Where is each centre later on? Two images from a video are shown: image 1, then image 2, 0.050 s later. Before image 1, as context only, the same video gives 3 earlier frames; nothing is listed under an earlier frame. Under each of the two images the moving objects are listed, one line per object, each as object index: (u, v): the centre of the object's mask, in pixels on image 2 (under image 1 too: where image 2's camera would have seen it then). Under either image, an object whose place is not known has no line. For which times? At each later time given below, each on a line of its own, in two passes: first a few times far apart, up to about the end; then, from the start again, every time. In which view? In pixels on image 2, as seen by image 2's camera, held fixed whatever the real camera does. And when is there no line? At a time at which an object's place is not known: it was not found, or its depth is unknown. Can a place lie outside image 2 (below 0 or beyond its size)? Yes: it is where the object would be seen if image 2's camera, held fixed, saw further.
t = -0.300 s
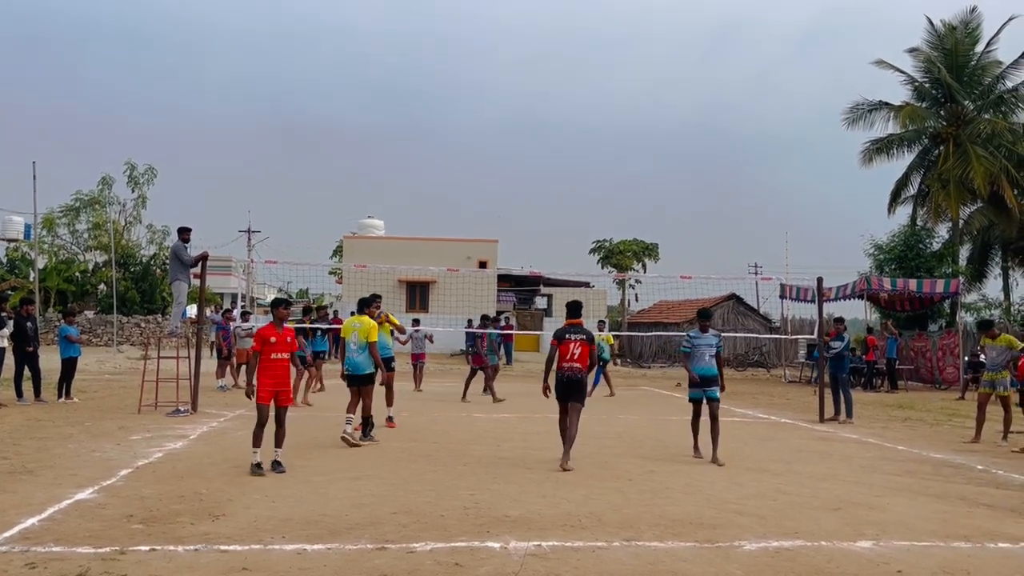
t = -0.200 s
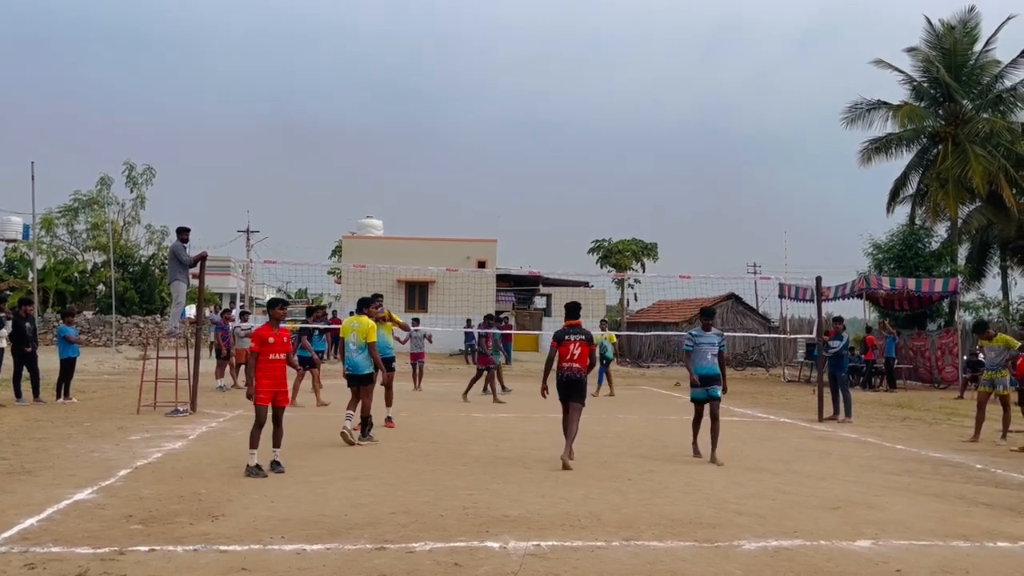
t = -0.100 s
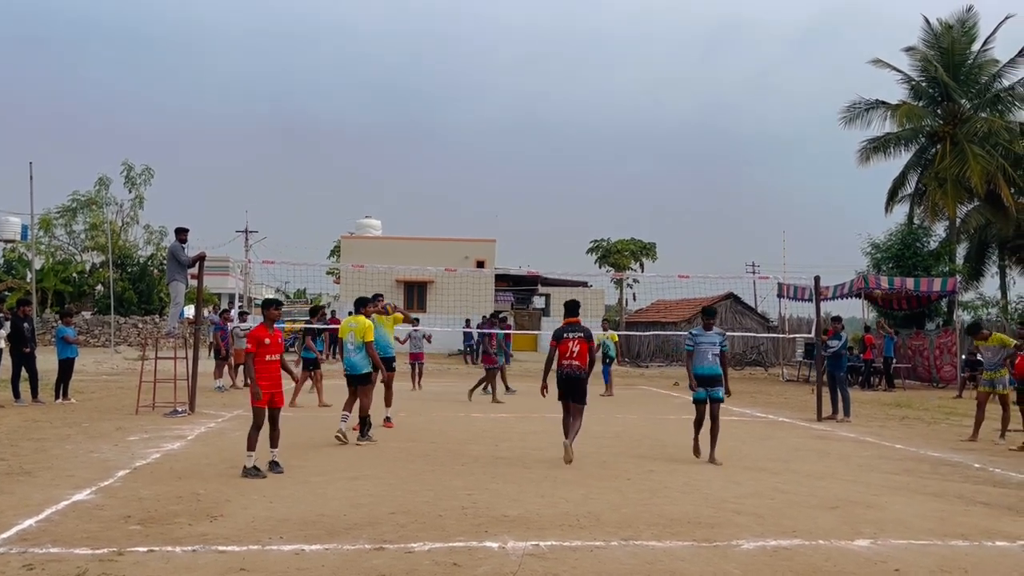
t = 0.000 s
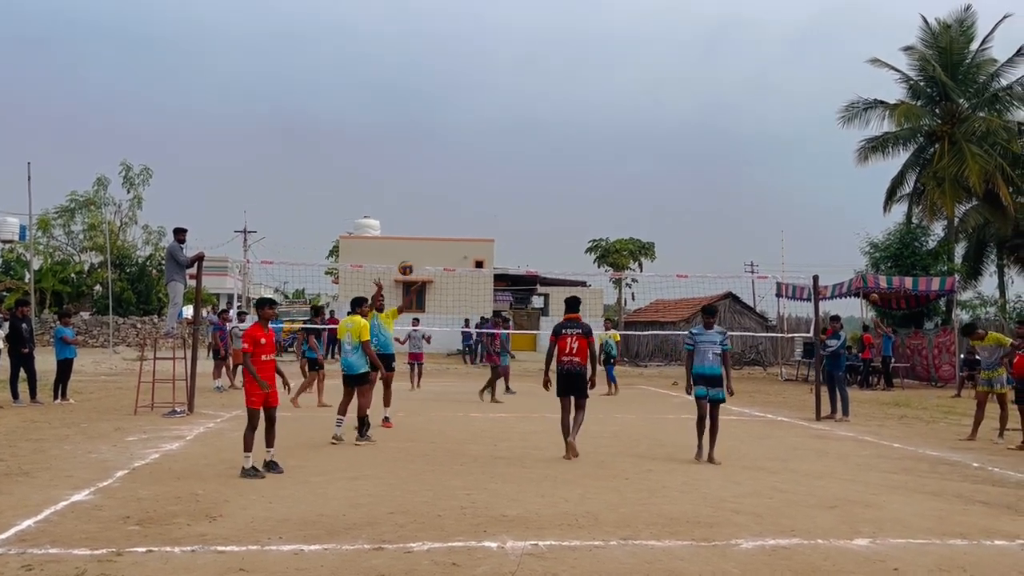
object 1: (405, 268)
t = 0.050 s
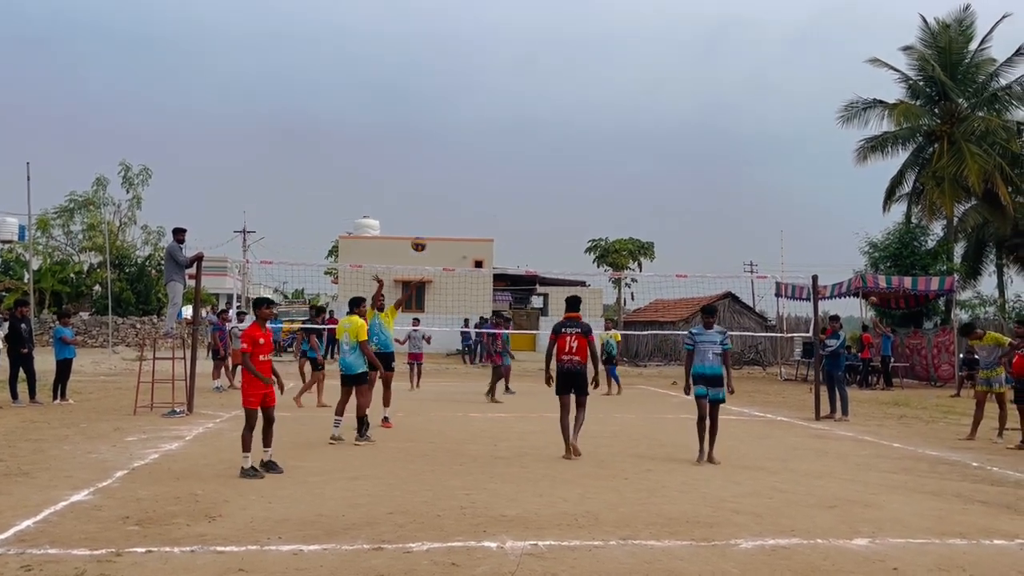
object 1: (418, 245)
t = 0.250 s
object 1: (479, 159)
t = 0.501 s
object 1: (567, 83)
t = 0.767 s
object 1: (679, 49)
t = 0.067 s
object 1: (423, 236)
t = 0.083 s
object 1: (428, 229)
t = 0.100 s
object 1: (433, 221)
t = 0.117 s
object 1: (438, 213)
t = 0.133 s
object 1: (443, 206)
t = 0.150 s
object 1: (448, 199)
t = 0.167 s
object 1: (453, 192)
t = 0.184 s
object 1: (458, 185)
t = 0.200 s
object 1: (463, 179)
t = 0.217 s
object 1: (469, 172)
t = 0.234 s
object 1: (474, 165)
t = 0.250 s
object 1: (479, 159)
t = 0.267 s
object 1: (485, 153)
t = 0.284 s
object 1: (490, 147)
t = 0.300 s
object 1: (496, 141)
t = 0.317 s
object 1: (501, 135)
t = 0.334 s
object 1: (507, 129)
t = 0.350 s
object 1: (513, 124)
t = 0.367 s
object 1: (518, 119)
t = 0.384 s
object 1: (524, 114)
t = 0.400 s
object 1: (530, 109)
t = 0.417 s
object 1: (536, 104)
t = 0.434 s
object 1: (542, 99)
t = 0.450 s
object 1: (548, 95)
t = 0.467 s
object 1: (554, 91)
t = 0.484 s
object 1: (561, 87)
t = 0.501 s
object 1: (567, 83)
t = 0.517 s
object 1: (574, 79)
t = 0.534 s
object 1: (580, 76)
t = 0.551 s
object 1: (586, 73)
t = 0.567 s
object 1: (593, 69)
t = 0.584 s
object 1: (600, 66)
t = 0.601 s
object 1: (606, 64)
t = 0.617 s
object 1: (613, 61)
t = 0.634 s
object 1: (620, 59)
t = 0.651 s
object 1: (628, 57)
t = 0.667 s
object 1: (635, 55)
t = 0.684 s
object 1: (642, 53)
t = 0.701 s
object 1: (649, 52)
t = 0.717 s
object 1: (656, 51)
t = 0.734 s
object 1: (664, 50)
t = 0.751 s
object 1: (671, 49)
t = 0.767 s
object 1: (679, 49)
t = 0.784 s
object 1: (687, 49)
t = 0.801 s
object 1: (695, 48)
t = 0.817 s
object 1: (703, 49)
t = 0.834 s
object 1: (712, 50)
